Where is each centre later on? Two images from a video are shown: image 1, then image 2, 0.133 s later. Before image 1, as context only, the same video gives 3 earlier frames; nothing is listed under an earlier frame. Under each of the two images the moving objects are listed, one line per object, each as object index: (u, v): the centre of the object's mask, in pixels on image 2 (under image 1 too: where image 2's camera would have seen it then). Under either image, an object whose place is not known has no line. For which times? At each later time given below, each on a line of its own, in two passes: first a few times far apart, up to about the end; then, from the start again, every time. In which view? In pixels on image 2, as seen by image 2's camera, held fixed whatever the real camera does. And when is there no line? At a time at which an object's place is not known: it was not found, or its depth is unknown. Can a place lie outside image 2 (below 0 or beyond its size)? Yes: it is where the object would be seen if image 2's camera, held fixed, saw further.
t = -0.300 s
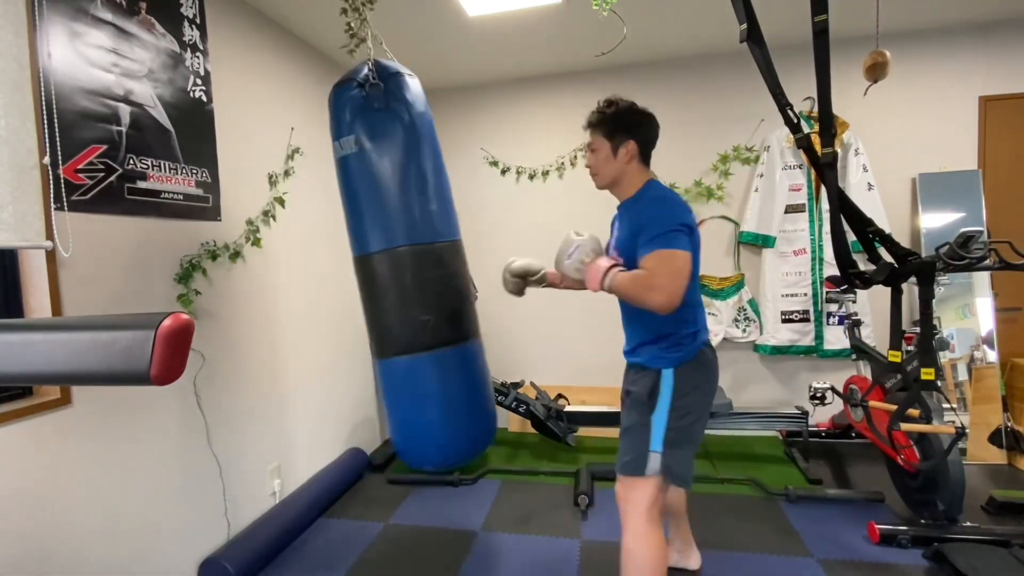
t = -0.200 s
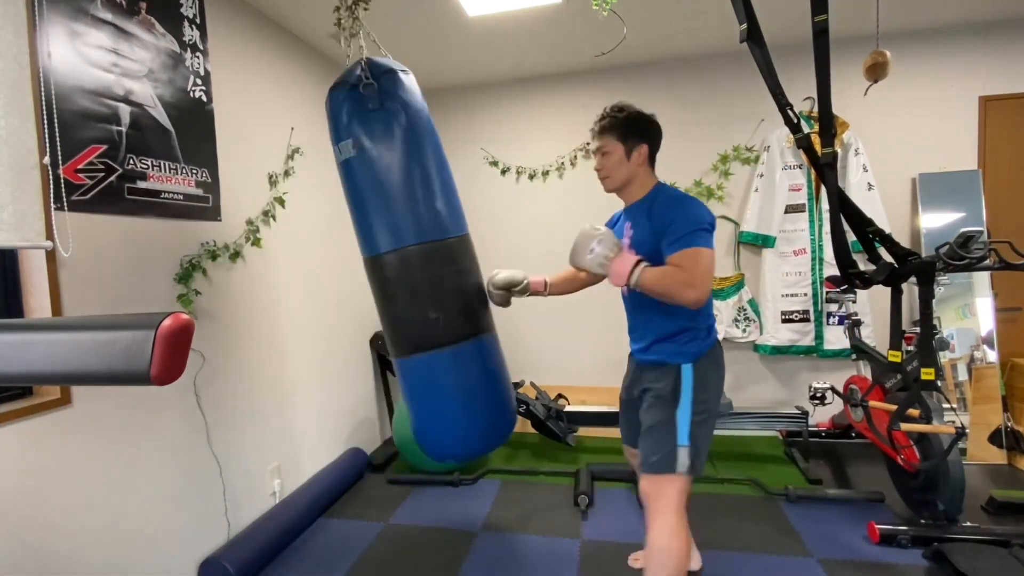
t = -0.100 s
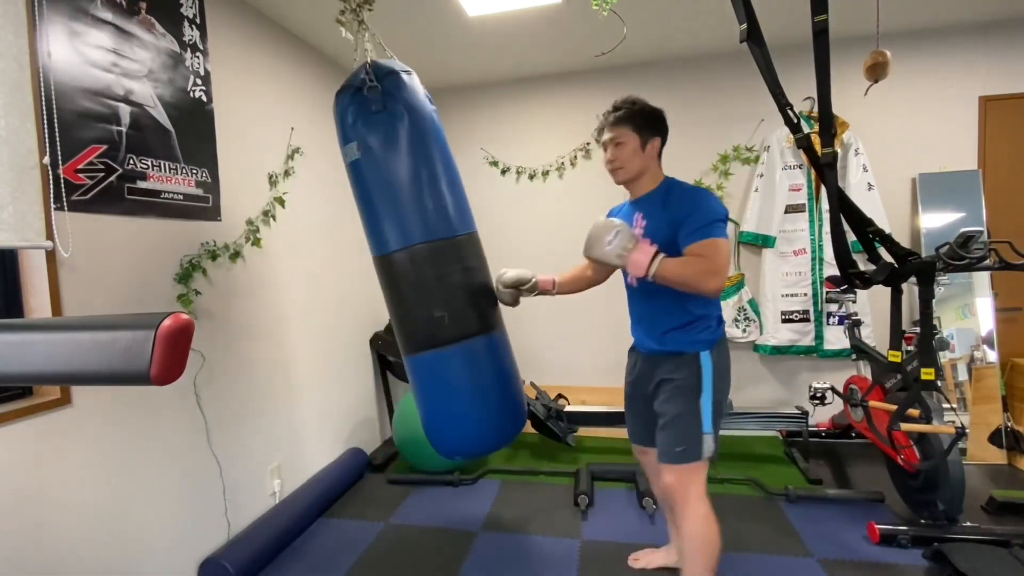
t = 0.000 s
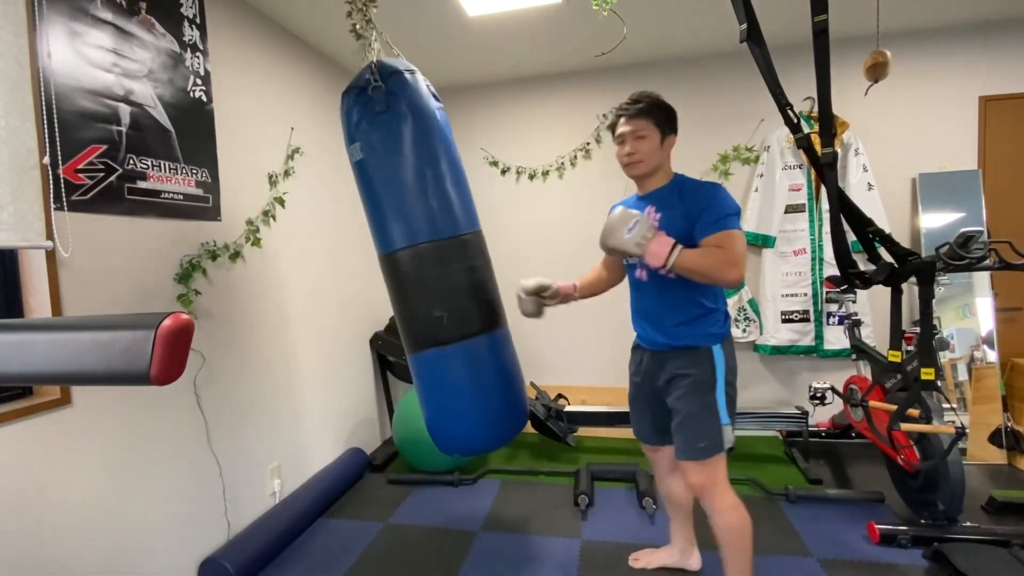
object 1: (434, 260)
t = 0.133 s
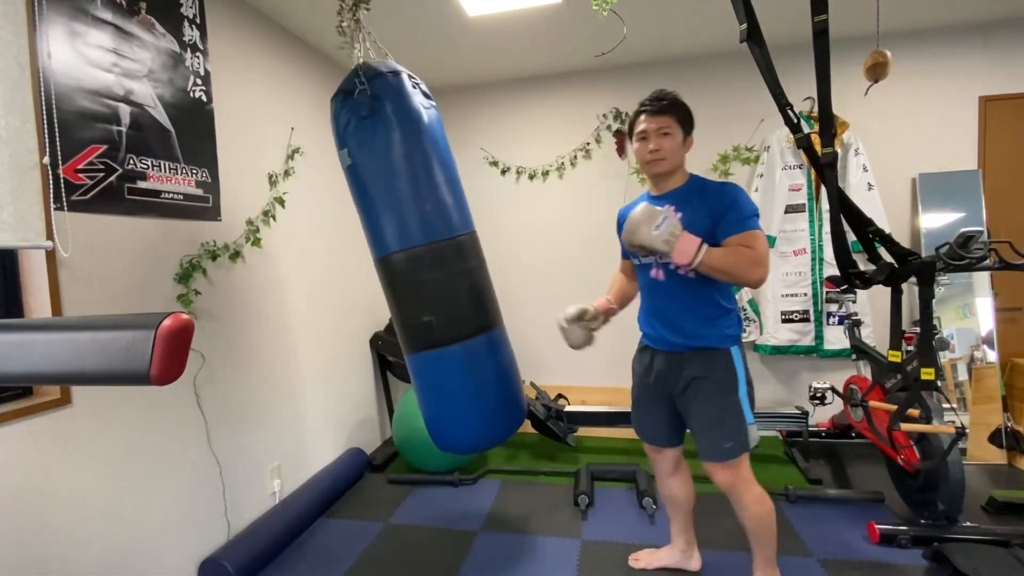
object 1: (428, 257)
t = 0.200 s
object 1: (424, 258)
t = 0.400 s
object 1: (403, 263)
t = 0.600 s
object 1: (370, 269)
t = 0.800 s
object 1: (334, 270)
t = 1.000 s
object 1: (308, 272)
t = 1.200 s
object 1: (297, 271)
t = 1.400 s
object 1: (312, 275)
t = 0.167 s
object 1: (426, 257)
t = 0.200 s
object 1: (424, 258)
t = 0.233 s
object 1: (422, 259)
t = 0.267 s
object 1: (420, 260)
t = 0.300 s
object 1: (417, 261)
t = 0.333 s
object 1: (413, 263)
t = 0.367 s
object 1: (408, 263)
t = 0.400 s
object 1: (403, 263)
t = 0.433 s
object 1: (397, 263)
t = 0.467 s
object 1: (391, 264)
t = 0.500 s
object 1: (386, 264)
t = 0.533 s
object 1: (381, 265)
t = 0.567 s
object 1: (375, 267)
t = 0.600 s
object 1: (370, 269)
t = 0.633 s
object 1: (365, 270)
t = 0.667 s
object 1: (359, 270)
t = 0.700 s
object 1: (352, 271)
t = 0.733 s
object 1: (346, 271)
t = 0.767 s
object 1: (340, 270)
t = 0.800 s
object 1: (334, 270)
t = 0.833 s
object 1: (329, 270)
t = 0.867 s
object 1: (324, 270)
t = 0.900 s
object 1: (319, 271)
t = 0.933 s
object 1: (315, 271)
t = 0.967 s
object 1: (311, 271)
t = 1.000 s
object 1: (308, 272)
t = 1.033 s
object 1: (305, 272)
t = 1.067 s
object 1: (302, 271)
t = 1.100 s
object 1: (299, 271)
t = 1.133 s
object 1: (297, 271)
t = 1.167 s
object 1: (297, 271)
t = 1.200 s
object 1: (297, 271)
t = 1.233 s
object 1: (299, 272)
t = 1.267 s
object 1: (301, 273)
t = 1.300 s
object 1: (303, 274)
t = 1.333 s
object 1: (306, 275)
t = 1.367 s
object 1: (309, 275)
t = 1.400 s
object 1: (312, 275)
